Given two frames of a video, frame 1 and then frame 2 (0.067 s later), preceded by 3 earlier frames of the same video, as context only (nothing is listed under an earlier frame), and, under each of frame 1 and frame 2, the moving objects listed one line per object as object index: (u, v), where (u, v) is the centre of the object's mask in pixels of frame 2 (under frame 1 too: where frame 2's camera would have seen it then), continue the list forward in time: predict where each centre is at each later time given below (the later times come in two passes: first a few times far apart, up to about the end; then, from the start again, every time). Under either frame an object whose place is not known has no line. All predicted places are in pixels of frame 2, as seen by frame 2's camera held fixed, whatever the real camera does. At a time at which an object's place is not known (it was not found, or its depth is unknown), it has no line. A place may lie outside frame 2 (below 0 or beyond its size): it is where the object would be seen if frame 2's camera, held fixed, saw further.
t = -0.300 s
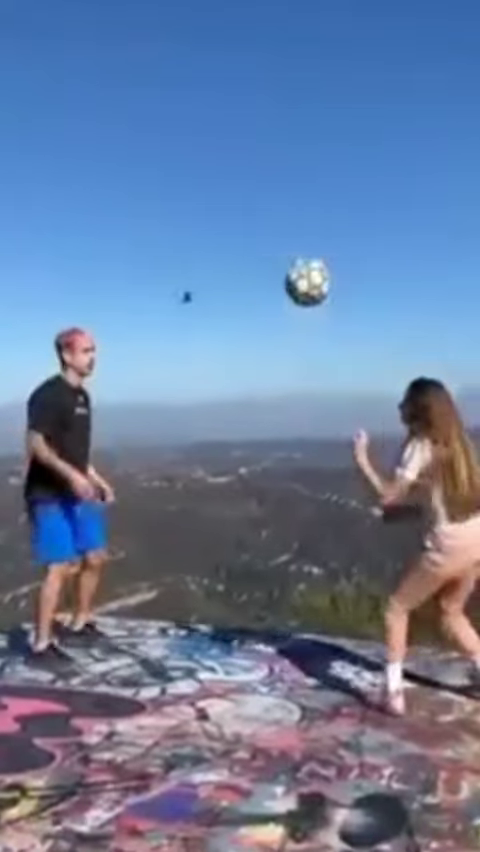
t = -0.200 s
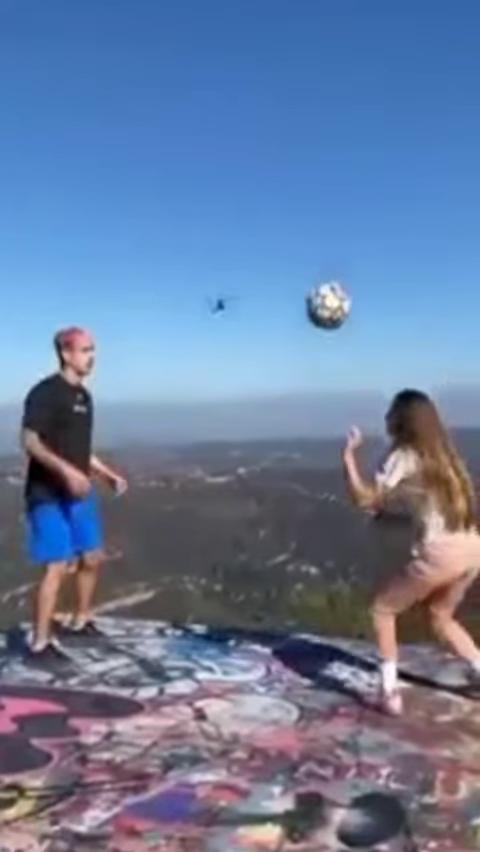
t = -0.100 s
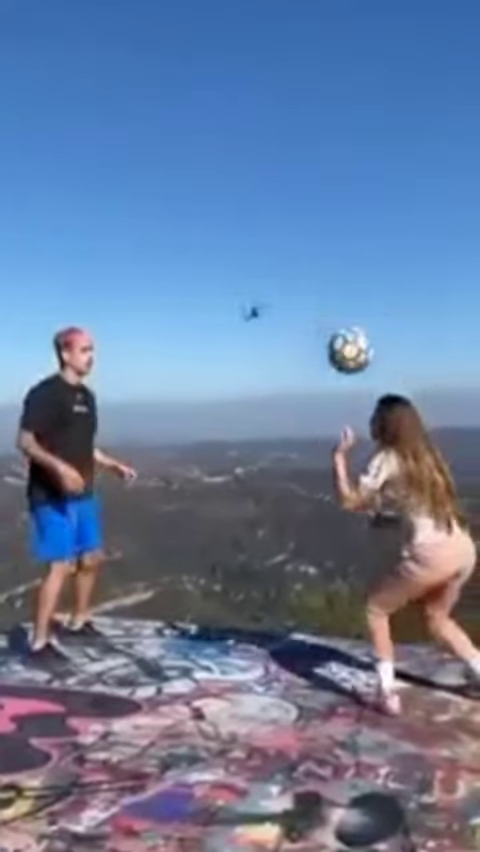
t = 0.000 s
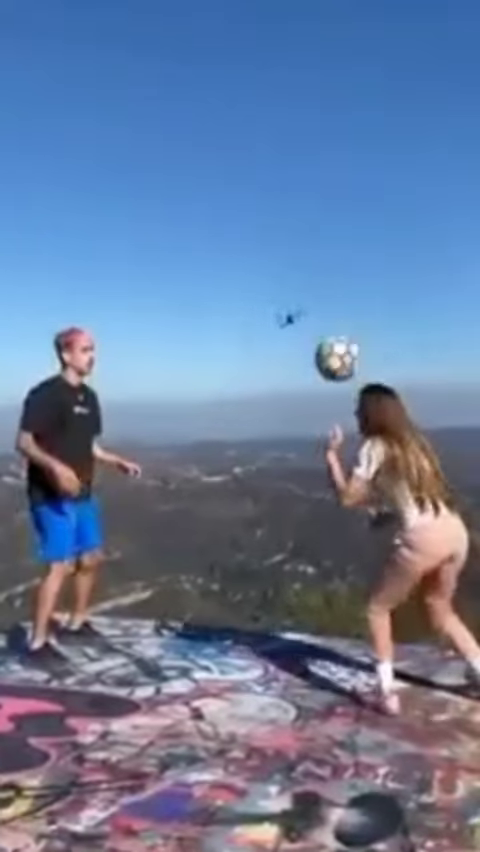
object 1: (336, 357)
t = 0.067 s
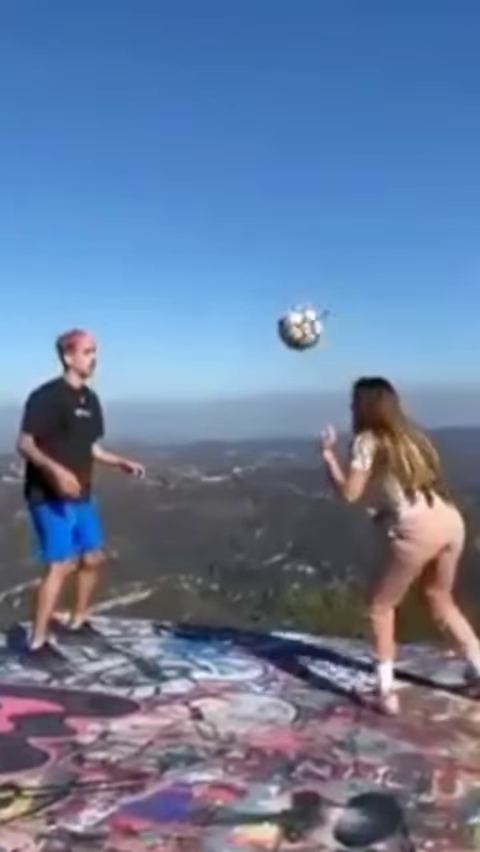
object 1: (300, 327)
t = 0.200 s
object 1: (230, 294)
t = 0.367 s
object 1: (154, 306)
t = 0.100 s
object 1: (283, 315)
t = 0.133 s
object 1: (265, 306)
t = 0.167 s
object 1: (247, 298)
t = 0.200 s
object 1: (230, 294)
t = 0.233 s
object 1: (214, 292)
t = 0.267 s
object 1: (199, 293)
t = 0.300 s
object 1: (183, 294)
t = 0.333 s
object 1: (168, 299)
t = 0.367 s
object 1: (154, 306)
